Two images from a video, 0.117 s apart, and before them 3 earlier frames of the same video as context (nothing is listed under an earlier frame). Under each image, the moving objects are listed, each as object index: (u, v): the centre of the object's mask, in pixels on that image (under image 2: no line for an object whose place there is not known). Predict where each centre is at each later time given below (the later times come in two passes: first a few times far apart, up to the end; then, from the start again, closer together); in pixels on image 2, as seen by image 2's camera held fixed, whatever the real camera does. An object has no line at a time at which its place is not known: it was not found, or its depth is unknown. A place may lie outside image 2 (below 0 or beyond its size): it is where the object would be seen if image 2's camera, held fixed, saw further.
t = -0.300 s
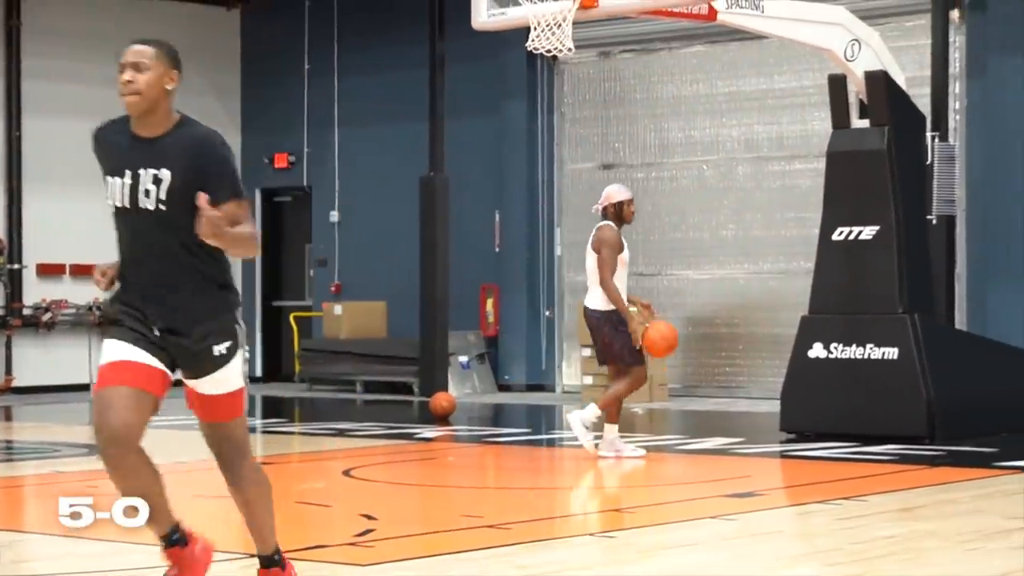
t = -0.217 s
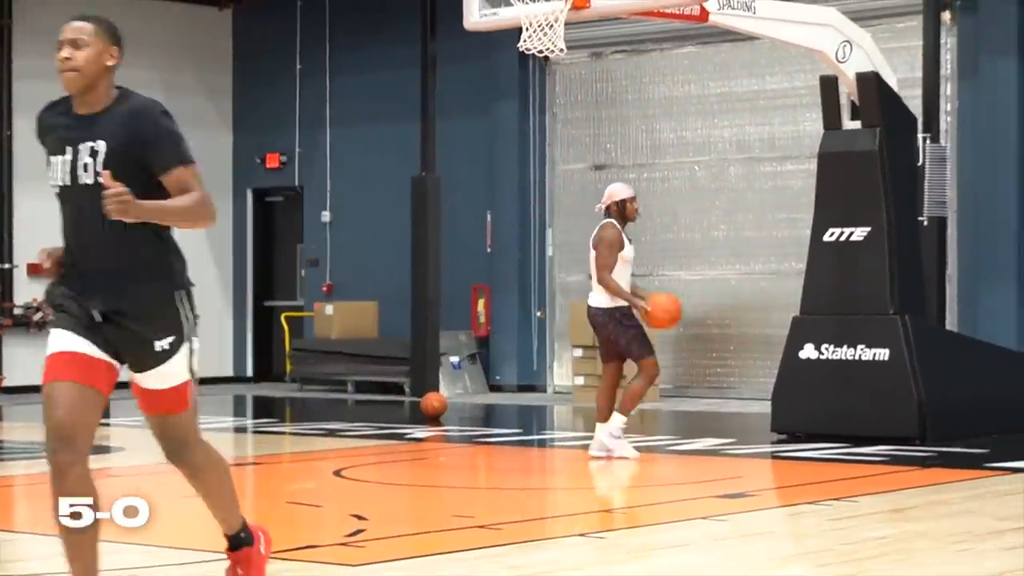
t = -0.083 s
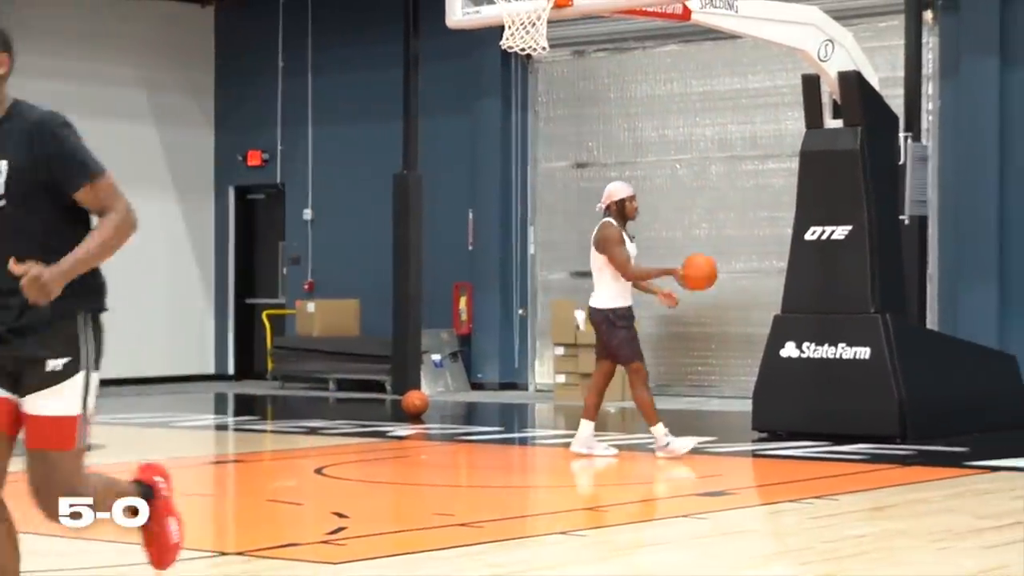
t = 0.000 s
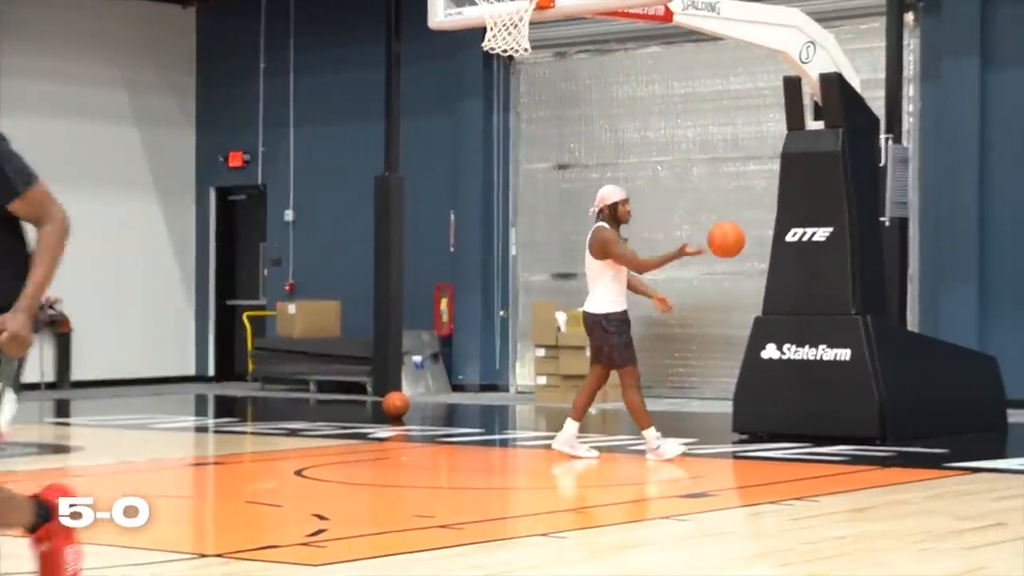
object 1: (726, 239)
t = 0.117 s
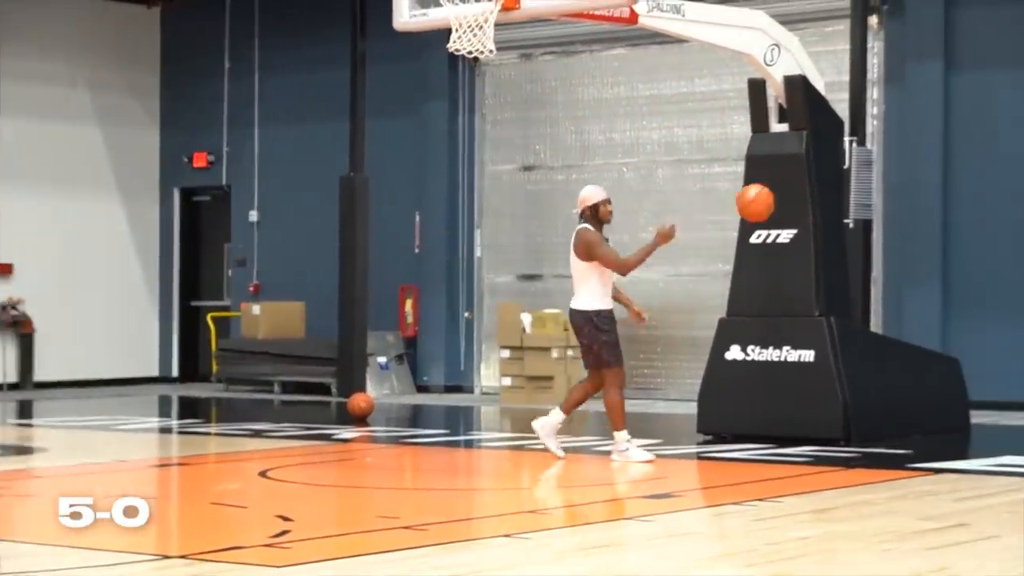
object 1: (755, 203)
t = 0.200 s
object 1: (801, 187)
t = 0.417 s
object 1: (926, 197)
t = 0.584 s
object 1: (1024, 257)
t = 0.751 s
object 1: (1123, 364)
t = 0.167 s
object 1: (783, 192)
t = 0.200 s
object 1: (801, 187)
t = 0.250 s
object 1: (829, 183)
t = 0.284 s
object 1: (848, 182)
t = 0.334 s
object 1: (878, 184)
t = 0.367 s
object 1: (897, 188)
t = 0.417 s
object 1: (926, 197)
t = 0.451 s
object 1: (945, 206)
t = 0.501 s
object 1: (974, 221)
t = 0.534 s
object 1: (994, 234)
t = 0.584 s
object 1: (1024, 257)
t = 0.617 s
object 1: (1043, 274)
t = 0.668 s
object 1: (1073, 303)
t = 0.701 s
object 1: (1094, 326)
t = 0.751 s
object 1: (1123, 364)
